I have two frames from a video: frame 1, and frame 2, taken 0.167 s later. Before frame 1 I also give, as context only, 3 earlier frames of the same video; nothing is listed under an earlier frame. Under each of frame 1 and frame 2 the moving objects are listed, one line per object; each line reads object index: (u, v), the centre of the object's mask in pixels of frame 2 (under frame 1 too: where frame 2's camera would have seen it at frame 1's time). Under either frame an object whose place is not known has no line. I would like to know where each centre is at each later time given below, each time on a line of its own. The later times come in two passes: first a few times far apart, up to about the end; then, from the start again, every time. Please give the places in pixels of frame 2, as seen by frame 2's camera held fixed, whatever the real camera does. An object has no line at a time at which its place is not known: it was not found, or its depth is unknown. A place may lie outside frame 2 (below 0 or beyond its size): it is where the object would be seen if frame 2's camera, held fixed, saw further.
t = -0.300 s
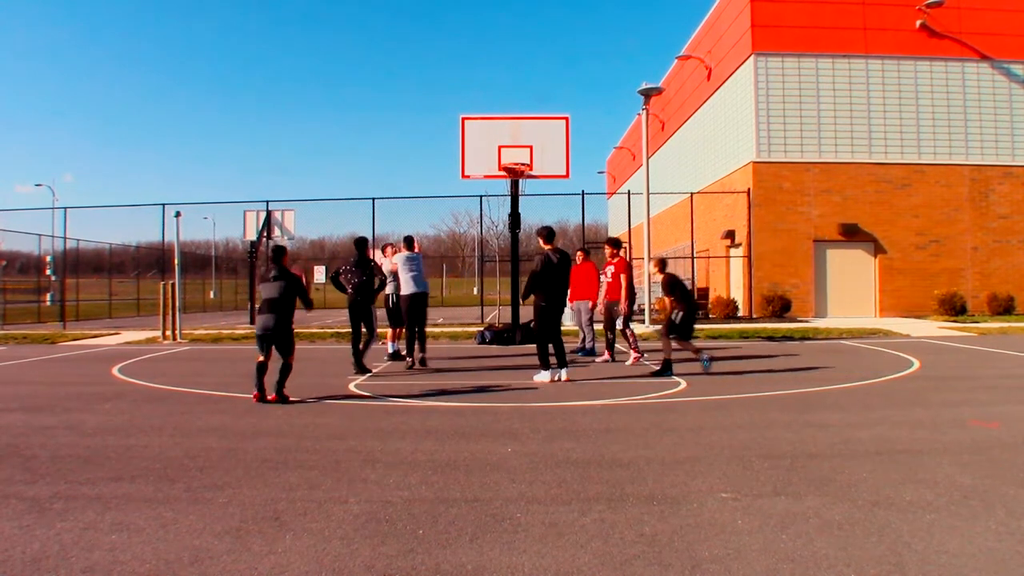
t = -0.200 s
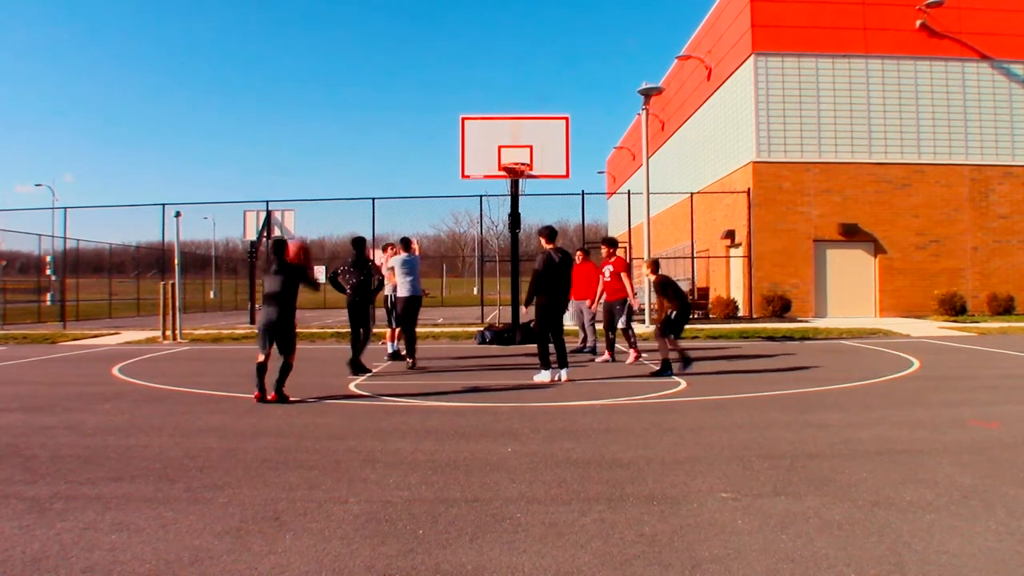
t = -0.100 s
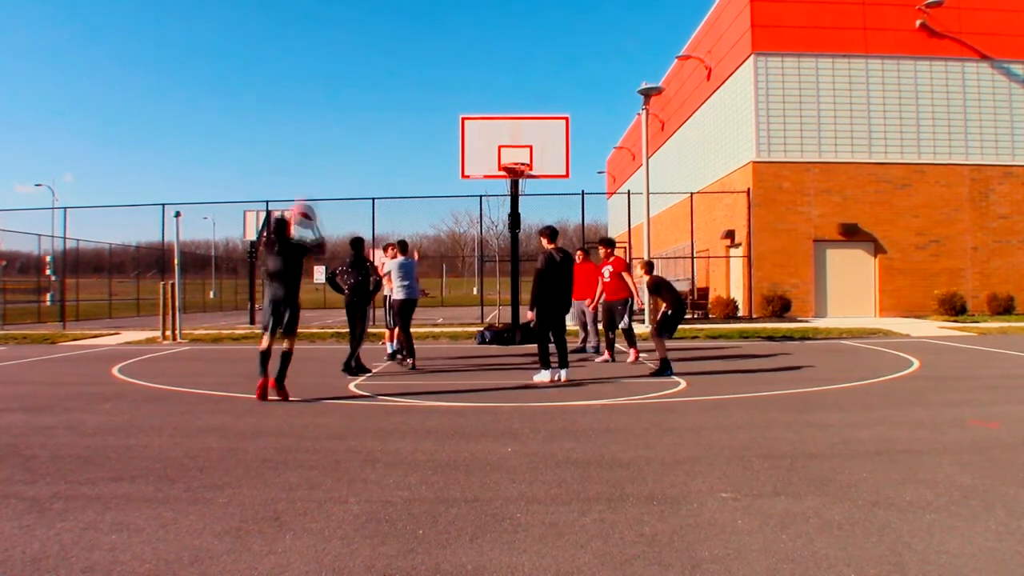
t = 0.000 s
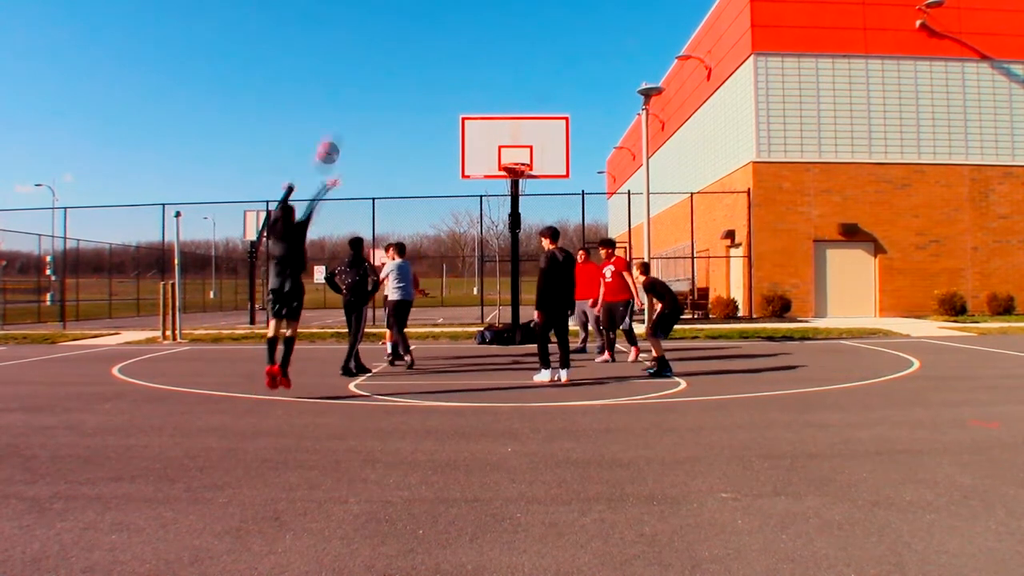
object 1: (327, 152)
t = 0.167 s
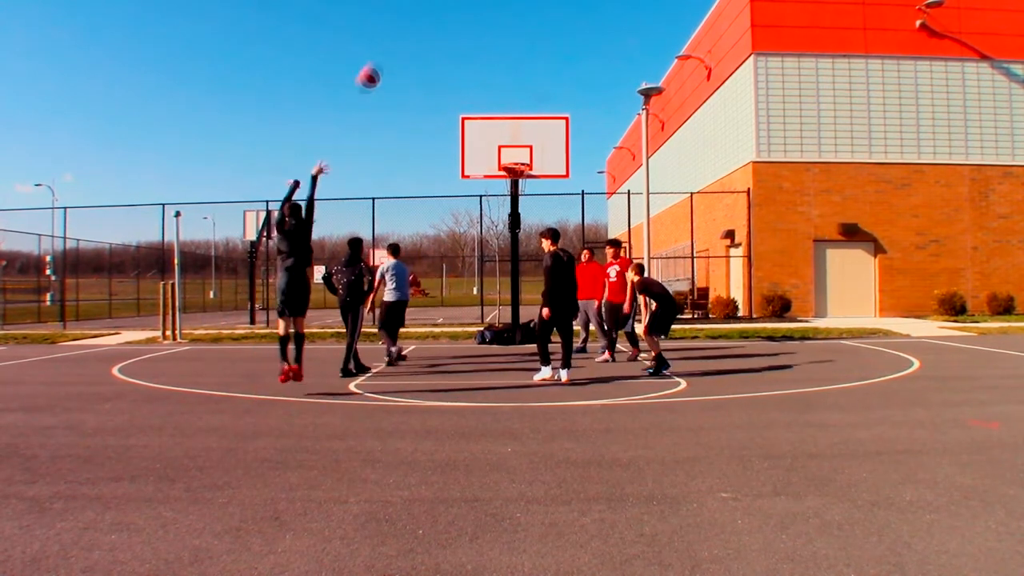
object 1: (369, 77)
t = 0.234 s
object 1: (384, 57)
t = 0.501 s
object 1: (435, 20)
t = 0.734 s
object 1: (472, 31)
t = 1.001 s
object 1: (507, 81)
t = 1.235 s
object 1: (529, 124)
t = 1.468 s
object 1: (551, 172)
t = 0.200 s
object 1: (376, 66)
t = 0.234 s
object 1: (384, 57)
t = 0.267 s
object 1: (390, 49)
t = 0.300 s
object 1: (397, 41)
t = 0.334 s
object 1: (404, 35)
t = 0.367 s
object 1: (411, 30)
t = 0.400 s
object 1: (417, 26)
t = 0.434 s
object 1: (423, 23)
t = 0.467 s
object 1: (429, 21)
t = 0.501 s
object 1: (435, 20)
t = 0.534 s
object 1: (441, 19)
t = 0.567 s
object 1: (446, 19)
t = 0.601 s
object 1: (452, 20)
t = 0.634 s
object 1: (457, 22)
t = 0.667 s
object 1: (462, 24)
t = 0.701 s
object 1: (467, 27)
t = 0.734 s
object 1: (472, 31)
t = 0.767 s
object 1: (477, 35)
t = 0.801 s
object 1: (481, 40)
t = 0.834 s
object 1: (486, 46)
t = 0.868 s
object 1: (490, 52)
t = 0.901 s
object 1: (494, 59)
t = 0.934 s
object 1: (499, 65)
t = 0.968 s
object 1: (503, 73)
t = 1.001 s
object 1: (507, 81)
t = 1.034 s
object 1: (511, 90)
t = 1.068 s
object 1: (514, 98)
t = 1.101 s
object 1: (518, 108)
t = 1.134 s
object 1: (522, 115)
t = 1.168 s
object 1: (524, 117)
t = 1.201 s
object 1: (527, 121)
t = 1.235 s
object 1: (529, 124)
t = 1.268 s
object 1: (532, 128)
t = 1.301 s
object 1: (535, 133)
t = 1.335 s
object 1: (538, 139)
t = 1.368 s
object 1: (541, 147)
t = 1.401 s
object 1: (544, 154)
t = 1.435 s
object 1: (547, 162)
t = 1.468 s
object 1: (551, 172)
